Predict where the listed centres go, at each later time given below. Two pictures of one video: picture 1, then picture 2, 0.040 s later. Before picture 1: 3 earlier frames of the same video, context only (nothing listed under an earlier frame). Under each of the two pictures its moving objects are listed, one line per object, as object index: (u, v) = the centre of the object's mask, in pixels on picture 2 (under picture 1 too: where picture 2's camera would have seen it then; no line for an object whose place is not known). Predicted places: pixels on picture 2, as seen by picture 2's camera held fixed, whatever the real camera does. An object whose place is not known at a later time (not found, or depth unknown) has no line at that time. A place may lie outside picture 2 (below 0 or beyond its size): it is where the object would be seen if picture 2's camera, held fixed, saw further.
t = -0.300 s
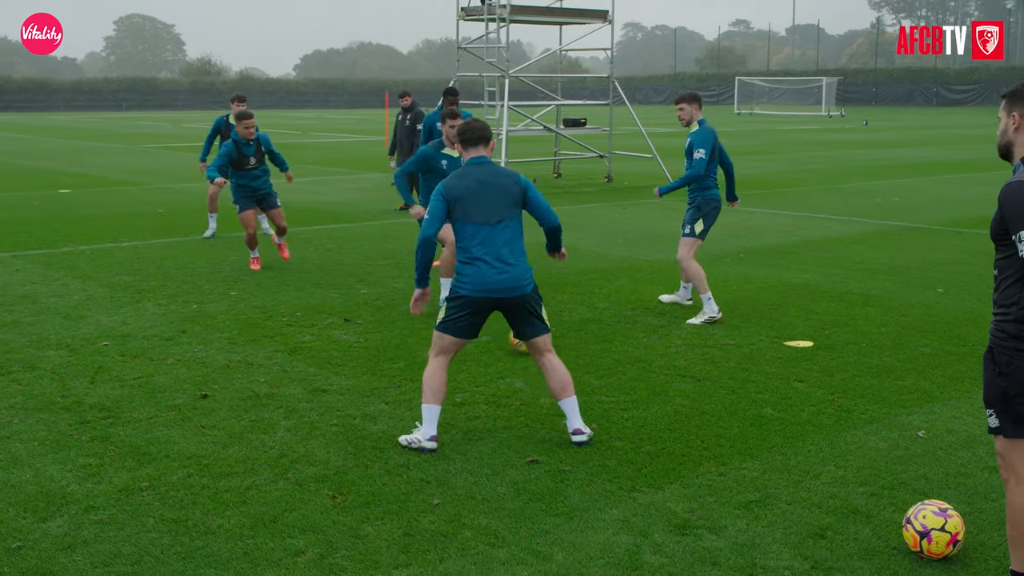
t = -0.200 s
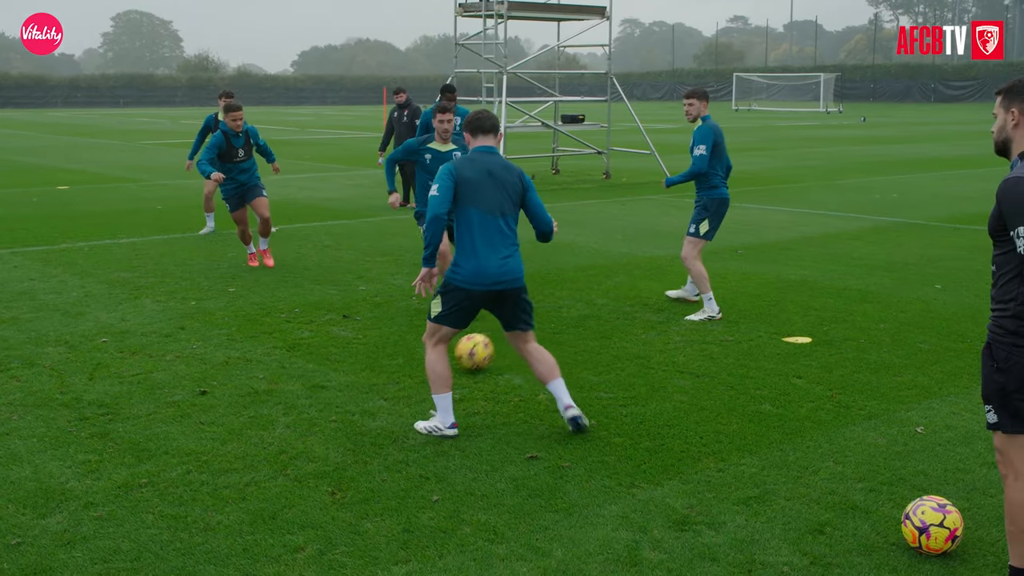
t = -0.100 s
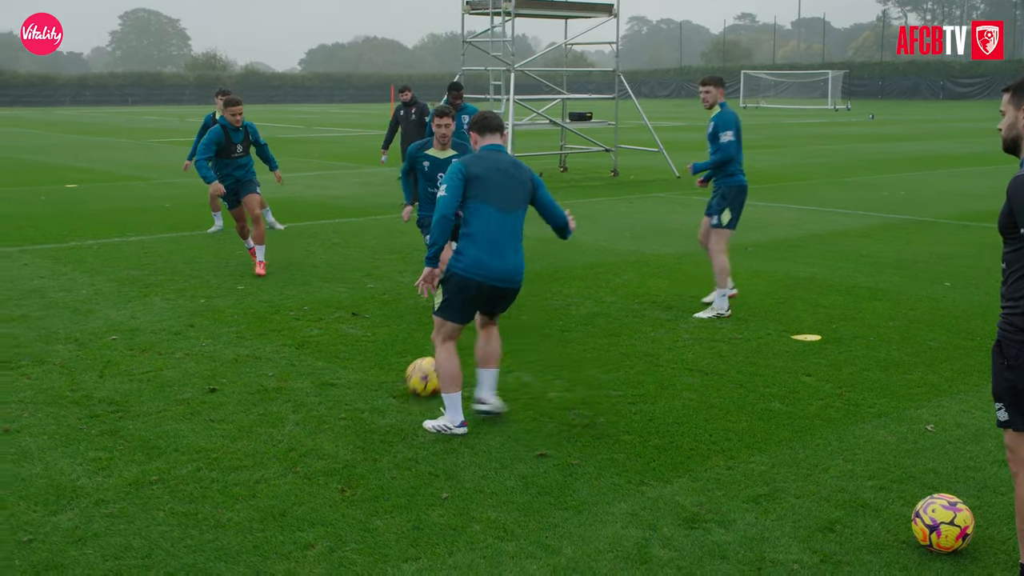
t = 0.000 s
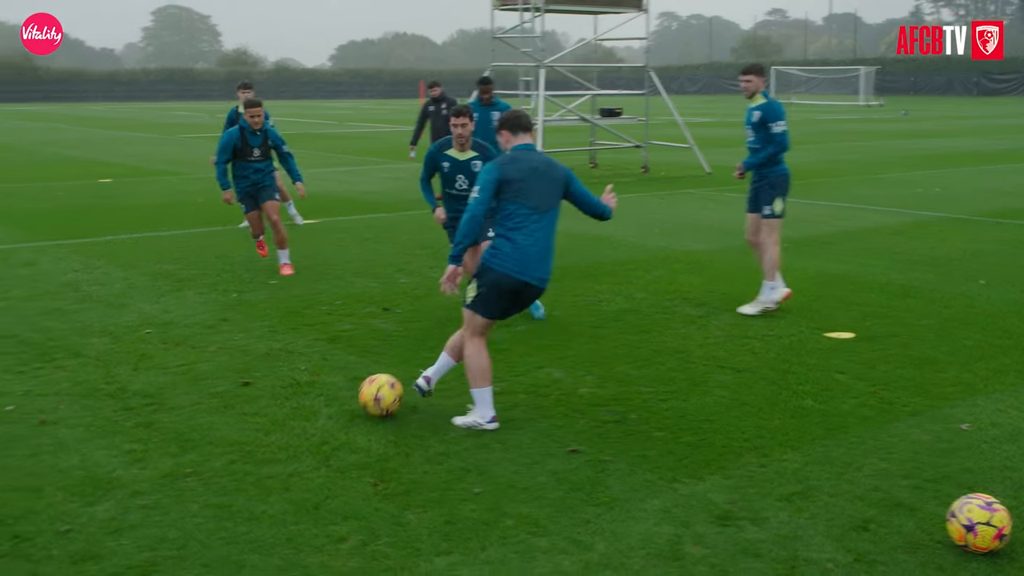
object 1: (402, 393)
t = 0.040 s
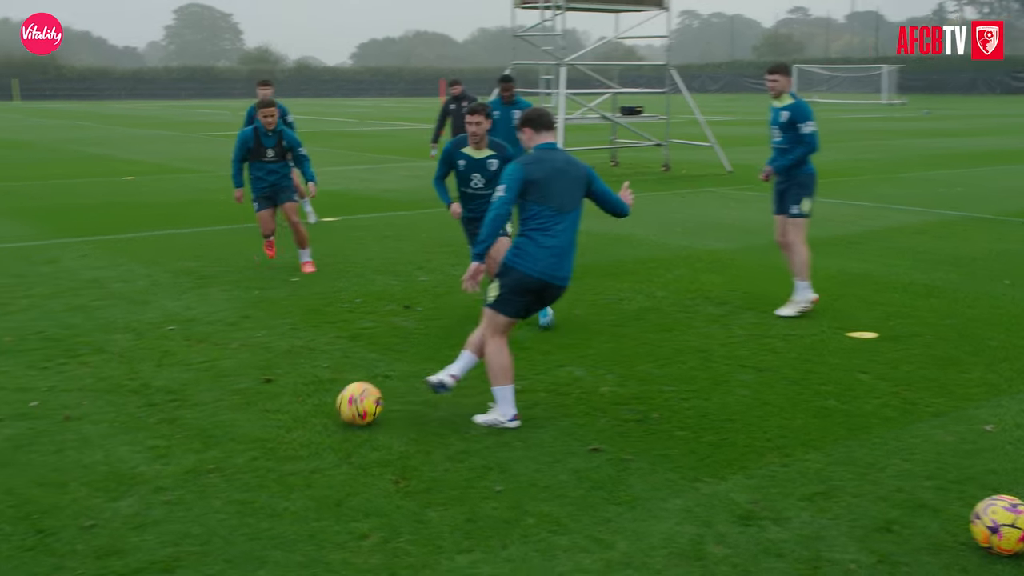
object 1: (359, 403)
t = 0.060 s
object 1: (339, 408)
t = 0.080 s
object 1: (318, 412)
